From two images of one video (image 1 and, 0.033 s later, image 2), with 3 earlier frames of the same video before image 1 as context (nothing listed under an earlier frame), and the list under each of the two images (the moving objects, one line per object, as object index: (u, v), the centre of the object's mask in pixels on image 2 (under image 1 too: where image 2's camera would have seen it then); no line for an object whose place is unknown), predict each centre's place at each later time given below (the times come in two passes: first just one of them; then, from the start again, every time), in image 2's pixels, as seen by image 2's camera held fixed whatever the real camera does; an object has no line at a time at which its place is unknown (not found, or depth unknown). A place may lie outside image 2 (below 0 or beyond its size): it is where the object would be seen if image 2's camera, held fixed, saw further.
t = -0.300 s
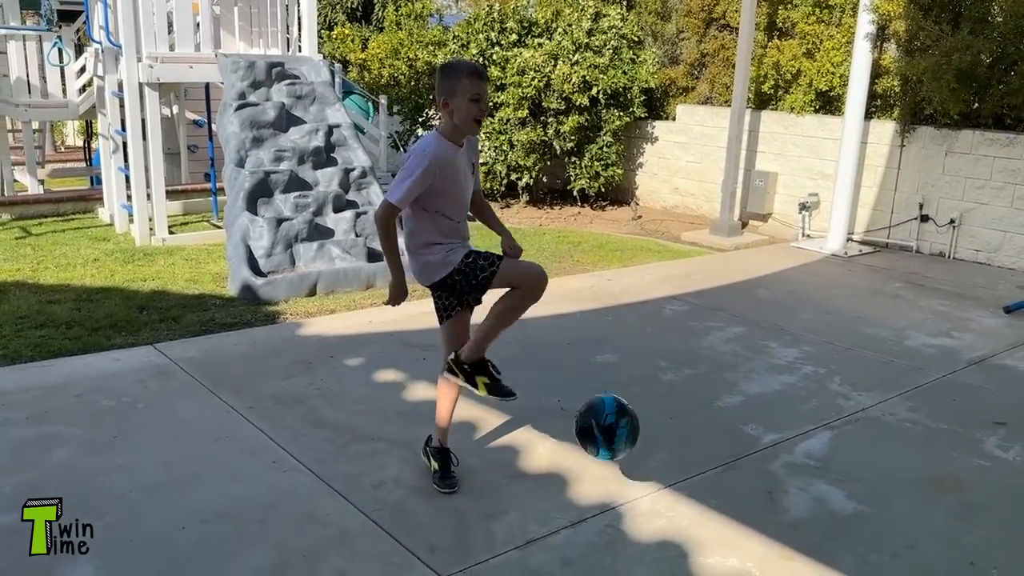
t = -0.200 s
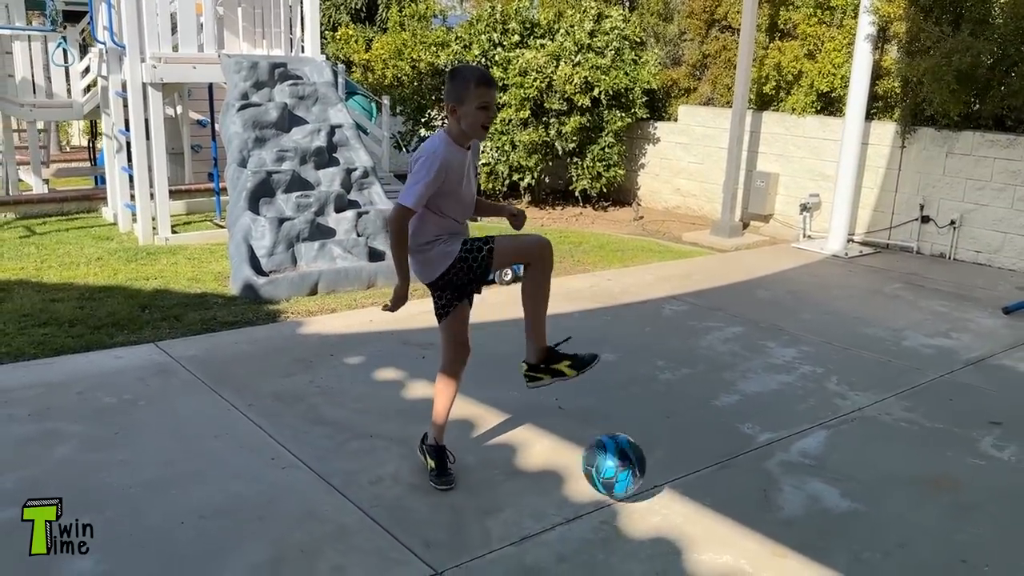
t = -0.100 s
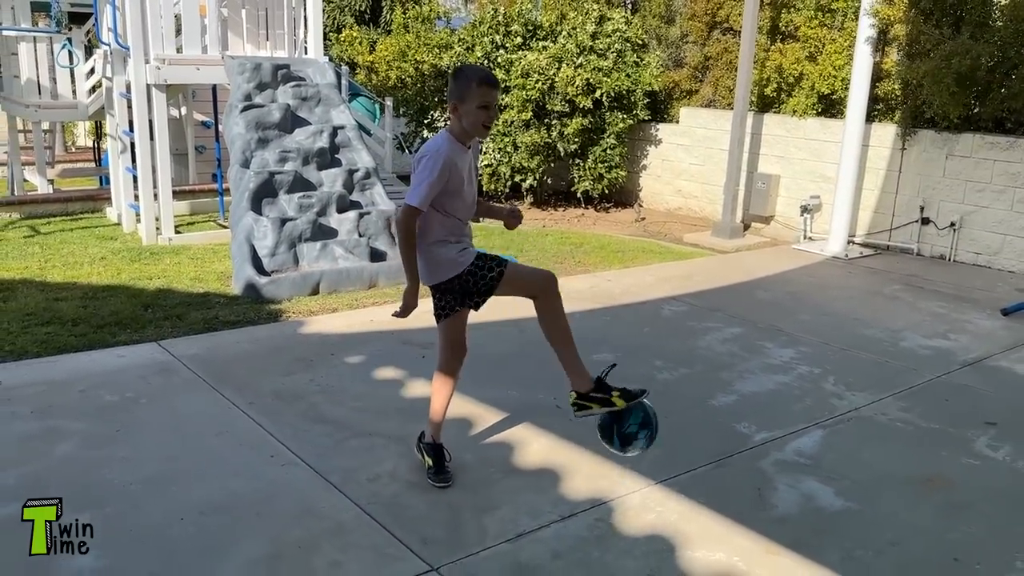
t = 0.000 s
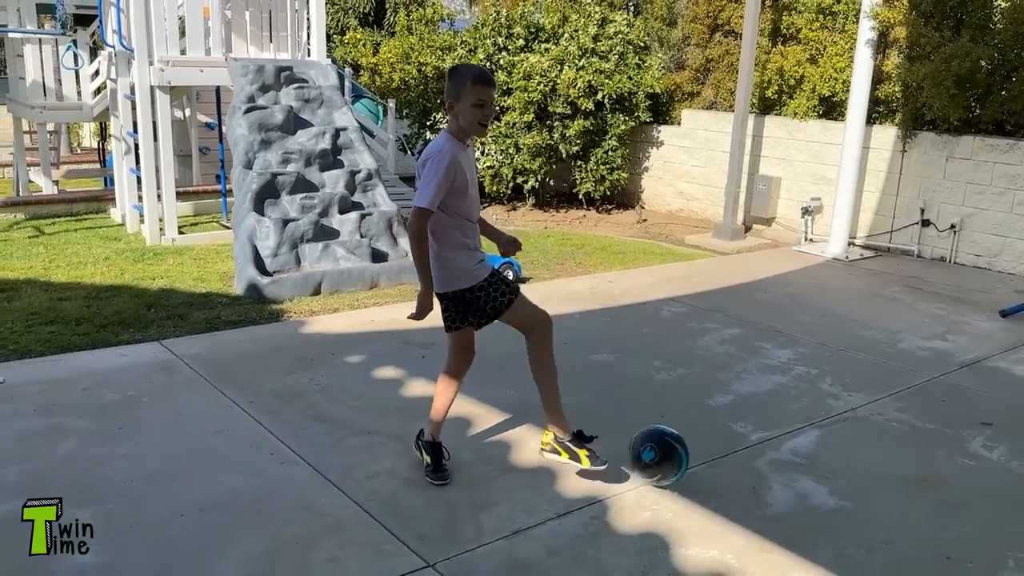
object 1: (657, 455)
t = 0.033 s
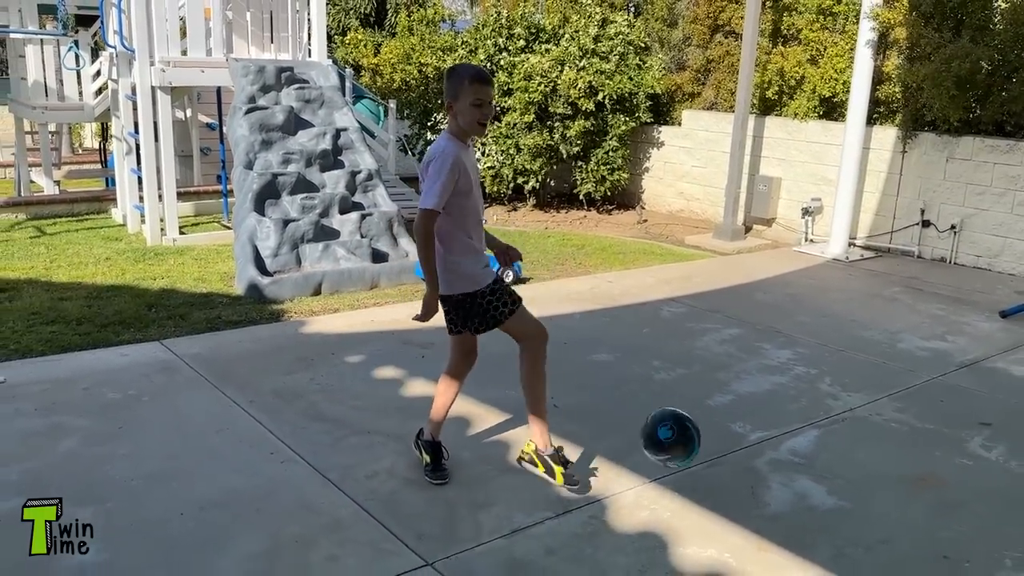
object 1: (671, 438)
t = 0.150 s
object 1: (714, 398)
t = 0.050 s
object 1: (677, 430)
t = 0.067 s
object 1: (684, 423)
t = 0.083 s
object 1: (690, 417)
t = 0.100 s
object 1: (696, 411)
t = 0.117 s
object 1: (702, 406)
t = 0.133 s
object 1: (707, 401)
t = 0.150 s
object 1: (714, 398)
